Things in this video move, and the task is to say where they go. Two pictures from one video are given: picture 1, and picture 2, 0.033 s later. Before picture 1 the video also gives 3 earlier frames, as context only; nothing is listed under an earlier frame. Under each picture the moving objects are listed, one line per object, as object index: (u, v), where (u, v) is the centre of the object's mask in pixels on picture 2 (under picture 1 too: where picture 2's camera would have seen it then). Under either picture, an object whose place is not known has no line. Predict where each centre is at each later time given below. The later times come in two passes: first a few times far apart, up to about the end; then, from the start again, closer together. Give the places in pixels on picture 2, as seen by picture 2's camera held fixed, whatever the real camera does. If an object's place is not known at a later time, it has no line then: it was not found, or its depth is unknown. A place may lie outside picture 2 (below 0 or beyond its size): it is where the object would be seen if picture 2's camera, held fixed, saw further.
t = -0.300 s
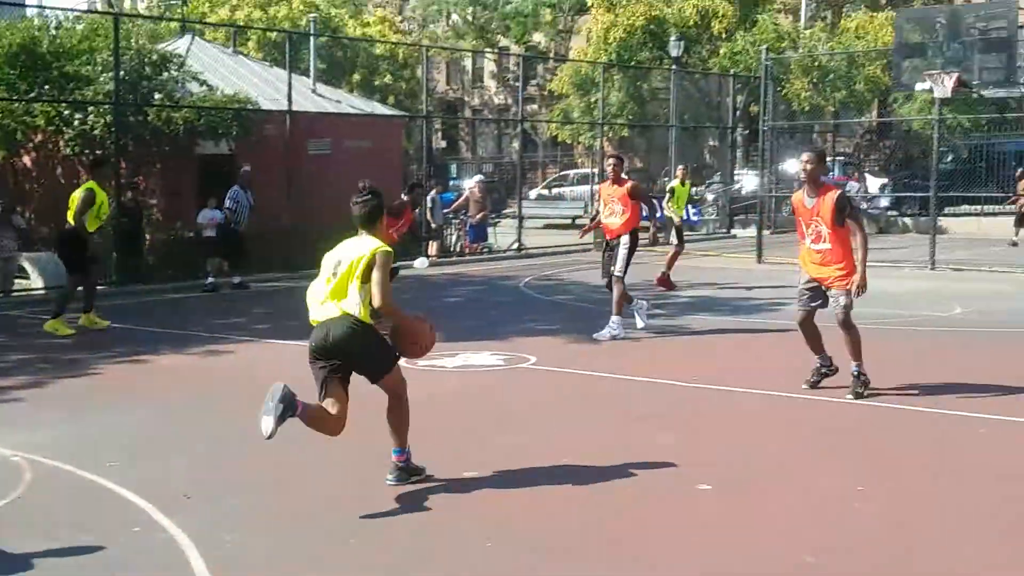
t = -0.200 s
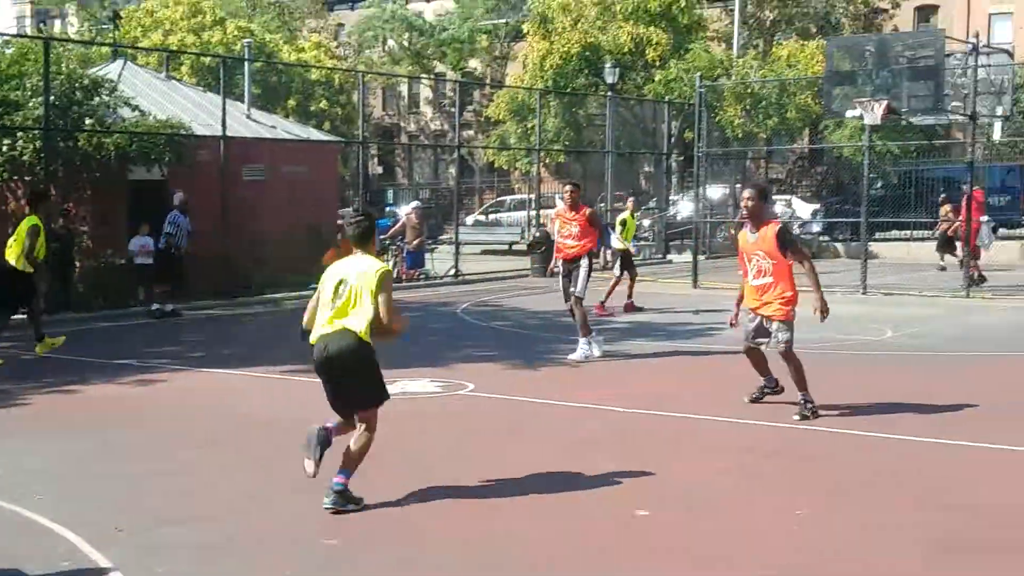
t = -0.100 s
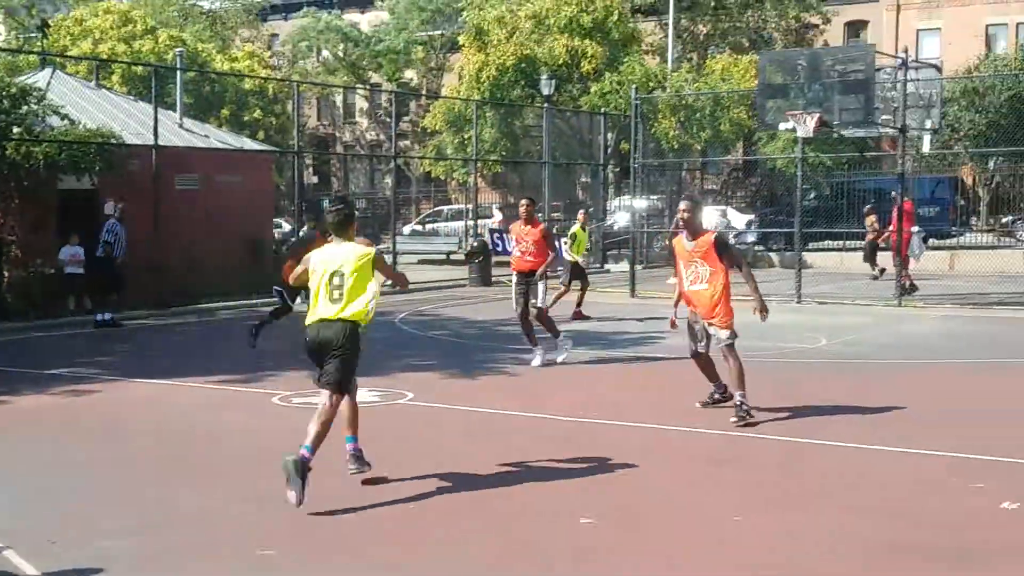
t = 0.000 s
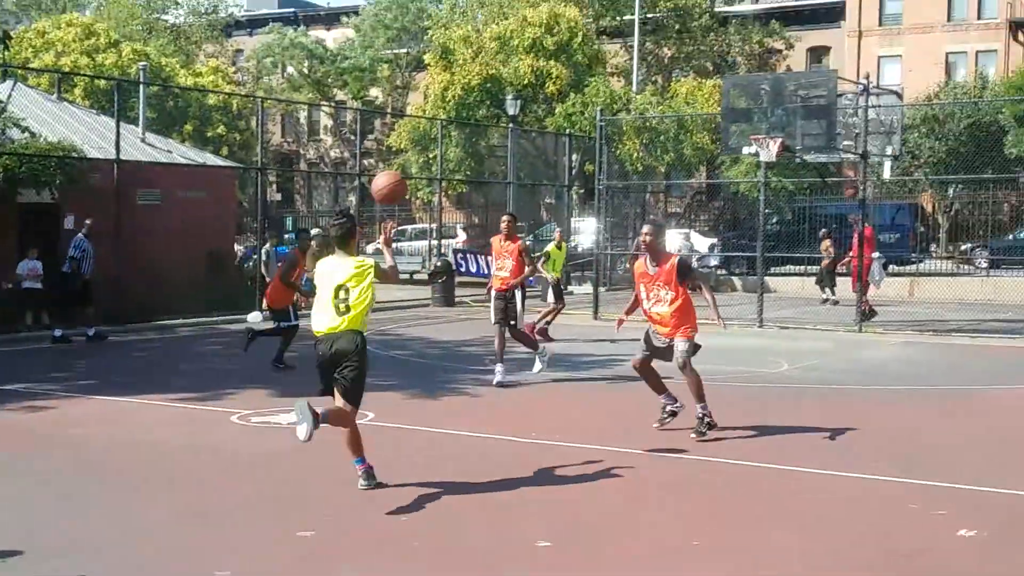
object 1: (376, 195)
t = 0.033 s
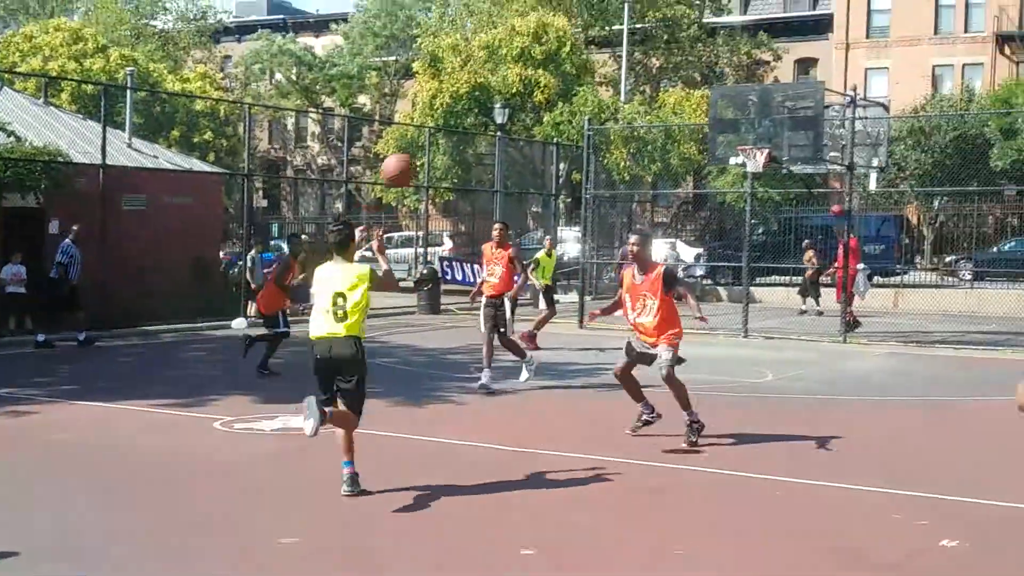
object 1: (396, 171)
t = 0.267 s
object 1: (509, 69)
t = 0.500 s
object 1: (578, 46)
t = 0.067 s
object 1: (418, 149)
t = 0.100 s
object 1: (436, 129)
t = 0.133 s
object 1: (453, 114)
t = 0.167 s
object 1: (468, 99)
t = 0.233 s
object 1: (496, 78)
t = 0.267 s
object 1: (509, 69)
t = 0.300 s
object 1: (521, 62)
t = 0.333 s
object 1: (532, 56)
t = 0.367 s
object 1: (542, 52)
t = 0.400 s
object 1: (551, 49)
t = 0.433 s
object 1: (560, 47)
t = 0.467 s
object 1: (570, 46)
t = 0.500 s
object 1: (578, 46)
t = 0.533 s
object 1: (585, 47)
